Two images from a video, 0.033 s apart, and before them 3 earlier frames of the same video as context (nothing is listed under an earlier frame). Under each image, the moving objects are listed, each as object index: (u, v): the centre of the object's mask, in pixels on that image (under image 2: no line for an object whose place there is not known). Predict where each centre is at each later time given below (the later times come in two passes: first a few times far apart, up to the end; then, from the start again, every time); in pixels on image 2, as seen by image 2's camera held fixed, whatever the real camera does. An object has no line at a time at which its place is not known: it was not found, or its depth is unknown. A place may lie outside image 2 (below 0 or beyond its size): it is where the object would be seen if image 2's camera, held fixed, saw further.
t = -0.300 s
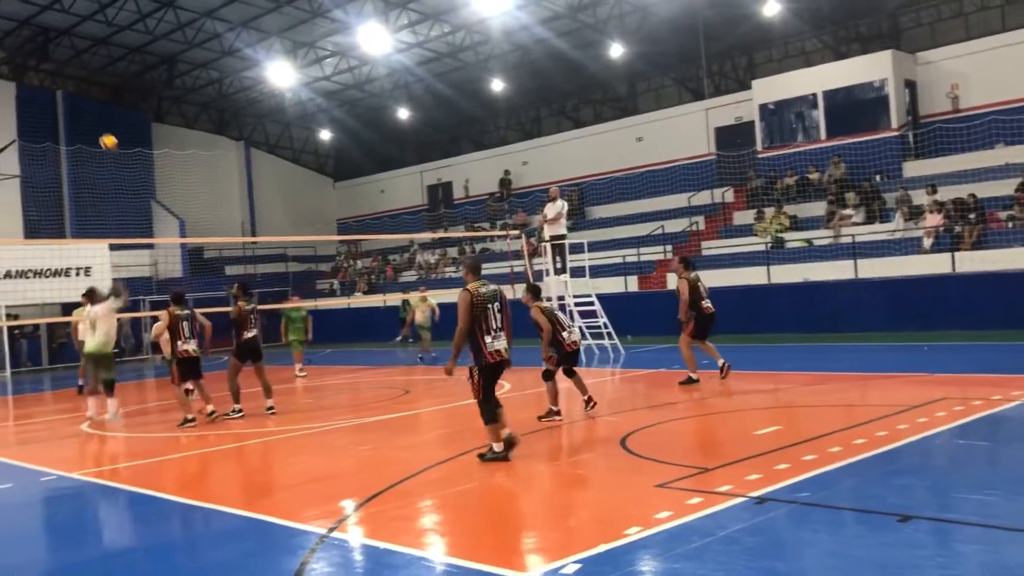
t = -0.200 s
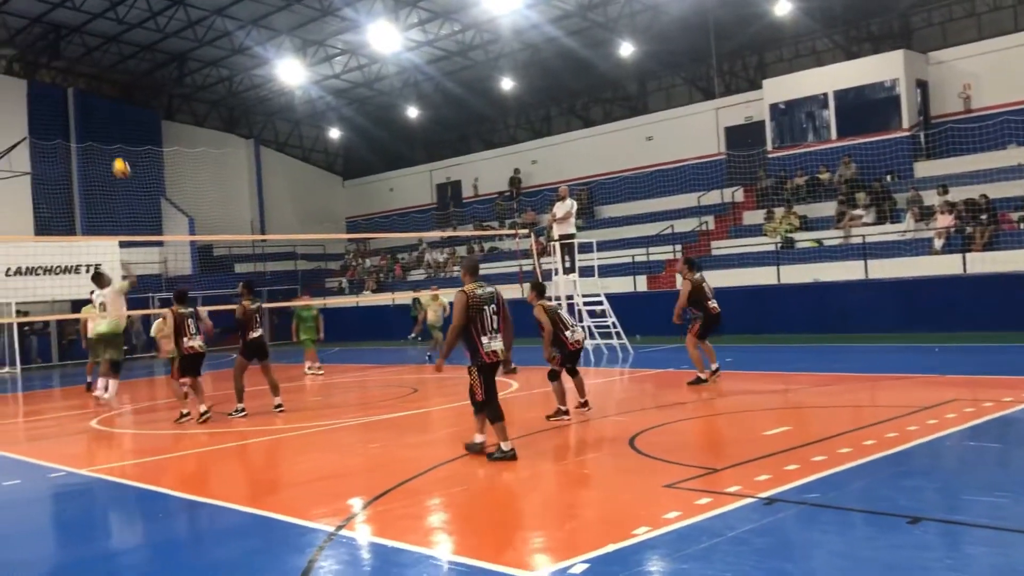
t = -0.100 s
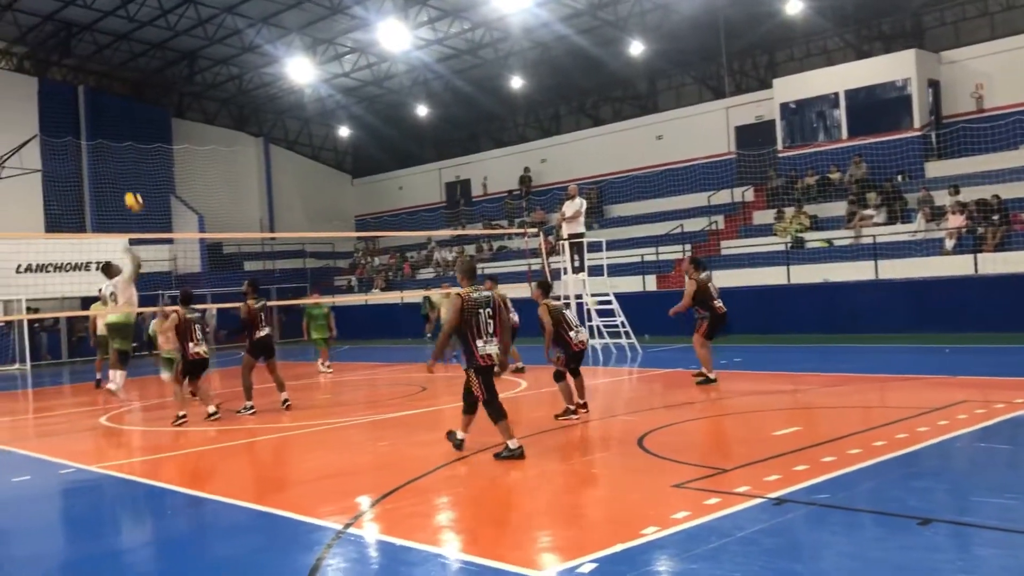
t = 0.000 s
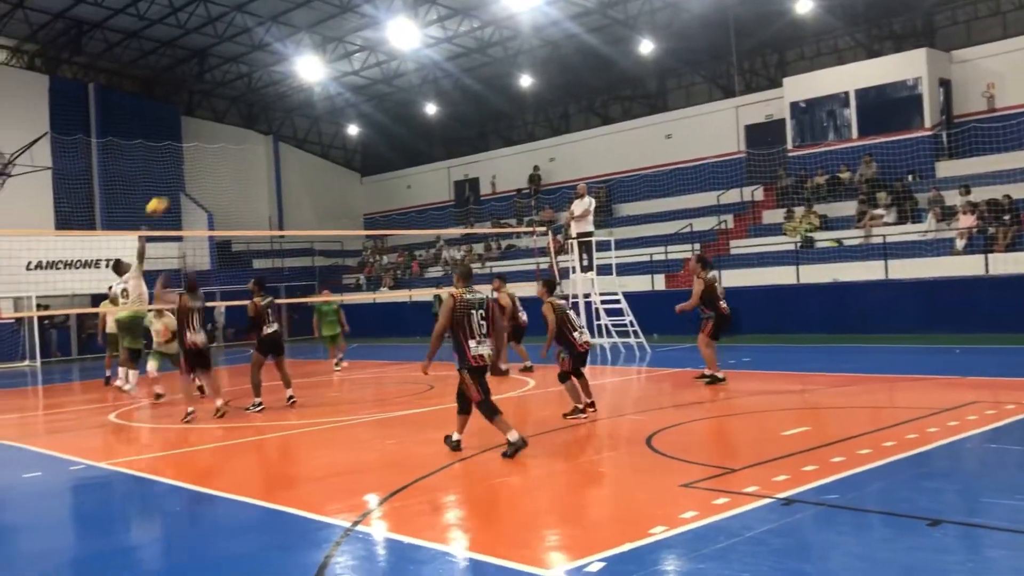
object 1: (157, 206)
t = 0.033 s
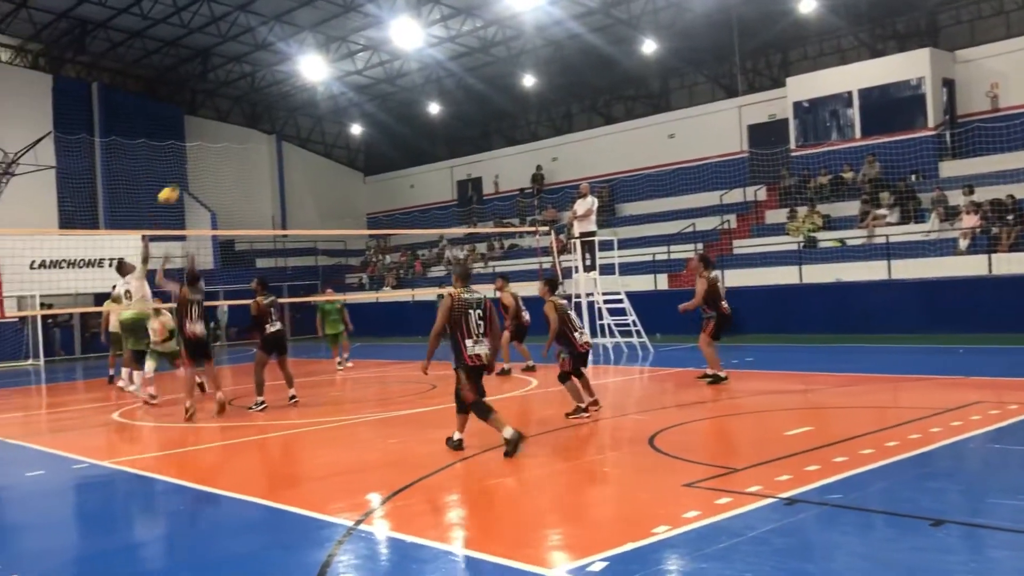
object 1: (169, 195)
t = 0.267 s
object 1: (239, 136)
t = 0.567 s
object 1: (358, 124)
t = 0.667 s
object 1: (402, 139)
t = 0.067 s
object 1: (178, 184)
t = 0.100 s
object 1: (187, 175)
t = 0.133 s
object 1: (198, 165)
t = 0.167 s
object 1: (207, 157)
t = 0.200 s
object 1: (218, 149)
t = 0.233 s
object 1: (228, 143)
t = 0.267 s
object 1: (239, 136)
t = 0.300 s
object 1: (250, 133)
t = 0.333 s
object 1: (262, 128)
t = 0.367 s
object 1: (274, 125)
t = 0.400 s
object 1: (287, 123)
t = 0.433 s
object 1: (301, 120)
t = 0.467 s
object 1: (316, 119)
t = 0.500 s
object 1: (330, 120)
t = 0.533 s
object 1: (344, 121)
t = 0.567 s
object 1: (358, 124)
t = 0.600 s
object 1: (370, 127)
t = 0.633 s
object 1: (387, 132)
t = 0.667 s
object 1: (402, 139)
